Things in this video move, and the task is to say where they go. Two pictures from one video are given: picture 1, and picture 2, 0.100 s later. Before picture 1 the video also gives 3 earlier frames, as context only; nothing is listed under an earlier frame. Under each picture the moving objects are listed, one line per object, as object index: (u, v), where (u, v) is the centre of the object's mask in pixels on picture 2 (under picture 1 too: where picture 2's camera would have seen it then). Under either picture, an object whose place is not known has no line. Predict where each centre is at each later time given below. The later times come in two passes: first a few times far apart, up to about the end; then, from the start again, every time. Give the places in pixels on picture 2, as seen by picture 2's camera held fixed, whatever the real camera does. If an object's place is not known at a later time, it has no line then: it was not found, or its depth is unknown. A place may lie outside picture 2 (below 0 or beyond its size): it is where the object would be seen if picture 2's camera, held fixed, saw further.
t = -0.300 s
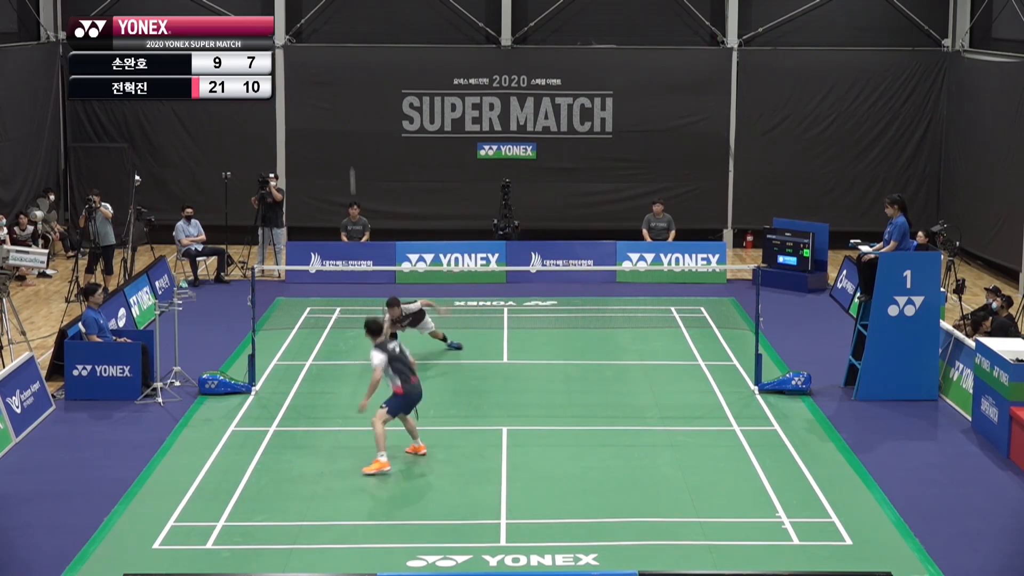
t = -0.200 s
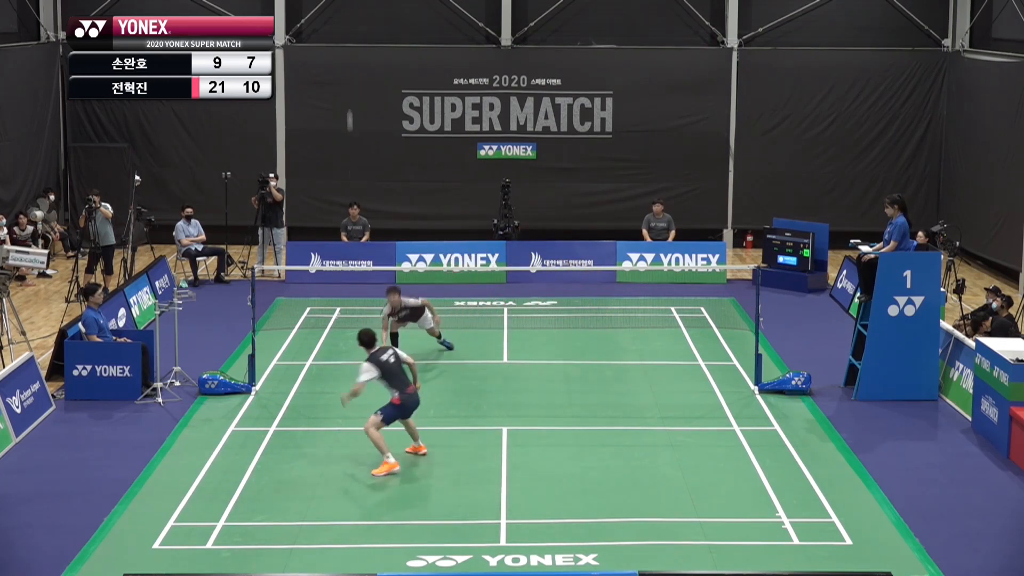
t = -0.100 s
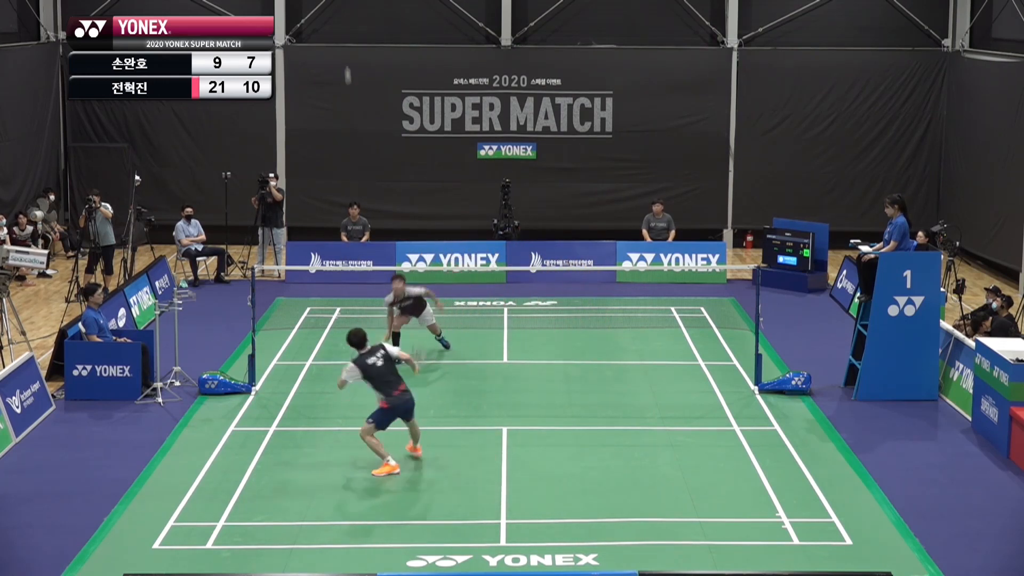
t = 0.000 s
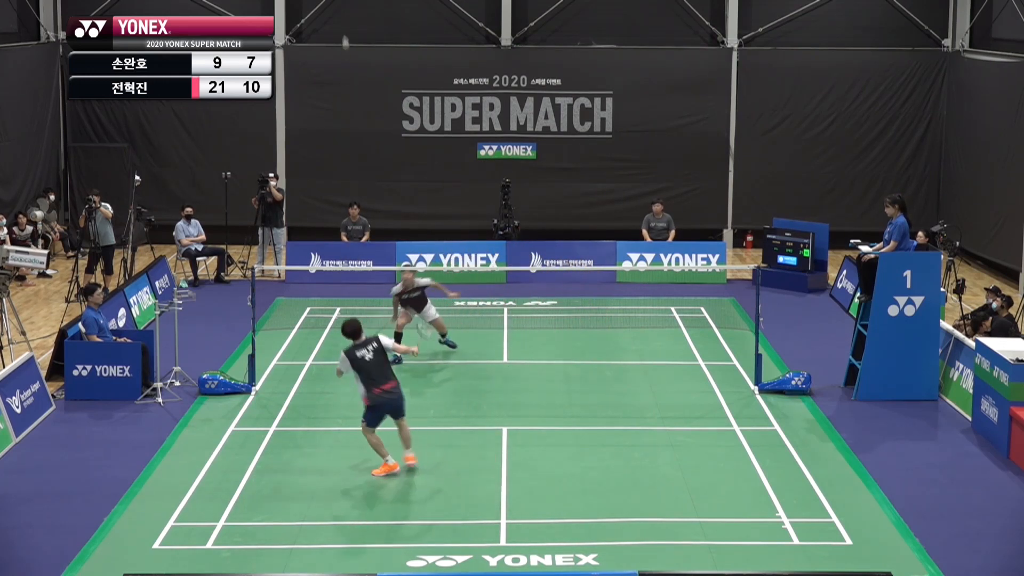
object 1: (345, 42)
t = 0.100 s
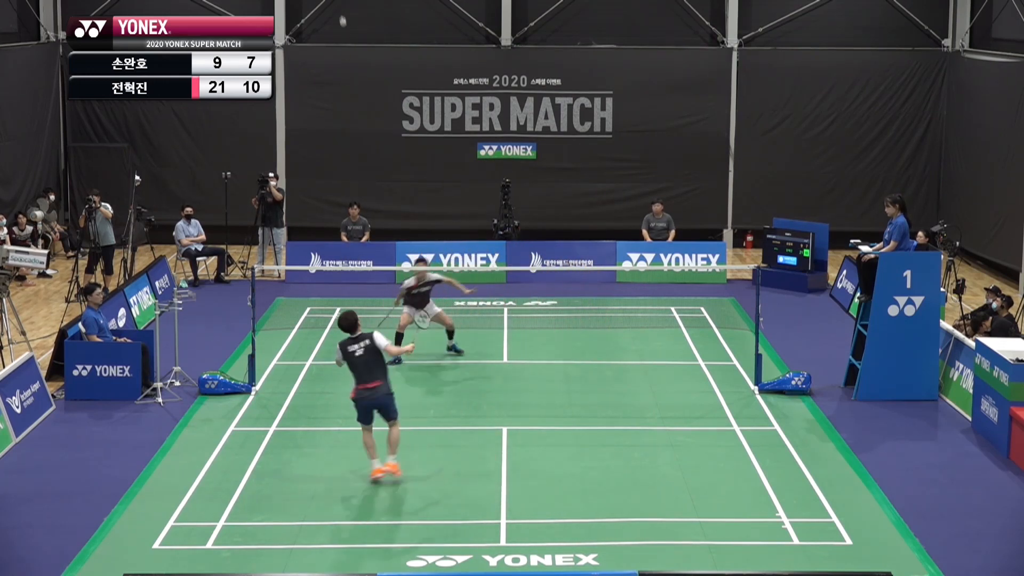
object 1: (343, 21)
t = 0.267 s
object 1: (338, 7)
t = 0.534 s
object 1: (328, 41)
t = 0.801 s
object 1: (318, 140)
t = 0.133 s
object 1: (342, 16)
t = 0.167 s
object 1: (341, 12)
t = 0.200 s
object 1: (340, 9)
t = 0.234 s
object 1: (339, 8)
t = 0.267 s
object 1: (338, 7)
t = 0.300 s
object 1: (337, 7)
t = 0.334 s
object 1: (336, 9)
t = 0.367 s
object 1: (335, 11)
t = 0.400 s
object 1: (334, 15)
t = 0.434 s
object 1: (332, 20)
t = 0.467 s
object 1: (331, 26)
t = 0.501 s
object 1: (330, 33)
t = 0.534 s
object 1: (328, 41)
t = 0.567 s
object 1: (327, 50)
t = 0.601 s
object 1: (325, 60)
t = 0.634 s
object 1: (324, 71)
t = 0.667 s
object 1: (323, 83)
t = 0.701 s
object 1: (321, 96)
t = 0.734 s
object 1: (320, 110)
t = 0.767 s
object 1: (319, 124)
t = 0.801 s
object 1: (318, 140)
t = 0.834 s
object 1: (316, 156)
